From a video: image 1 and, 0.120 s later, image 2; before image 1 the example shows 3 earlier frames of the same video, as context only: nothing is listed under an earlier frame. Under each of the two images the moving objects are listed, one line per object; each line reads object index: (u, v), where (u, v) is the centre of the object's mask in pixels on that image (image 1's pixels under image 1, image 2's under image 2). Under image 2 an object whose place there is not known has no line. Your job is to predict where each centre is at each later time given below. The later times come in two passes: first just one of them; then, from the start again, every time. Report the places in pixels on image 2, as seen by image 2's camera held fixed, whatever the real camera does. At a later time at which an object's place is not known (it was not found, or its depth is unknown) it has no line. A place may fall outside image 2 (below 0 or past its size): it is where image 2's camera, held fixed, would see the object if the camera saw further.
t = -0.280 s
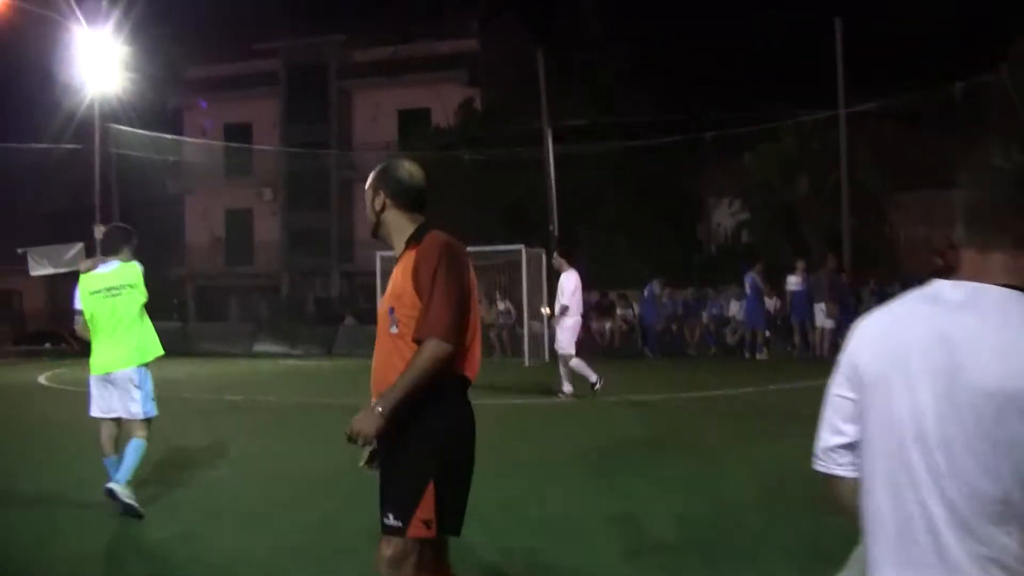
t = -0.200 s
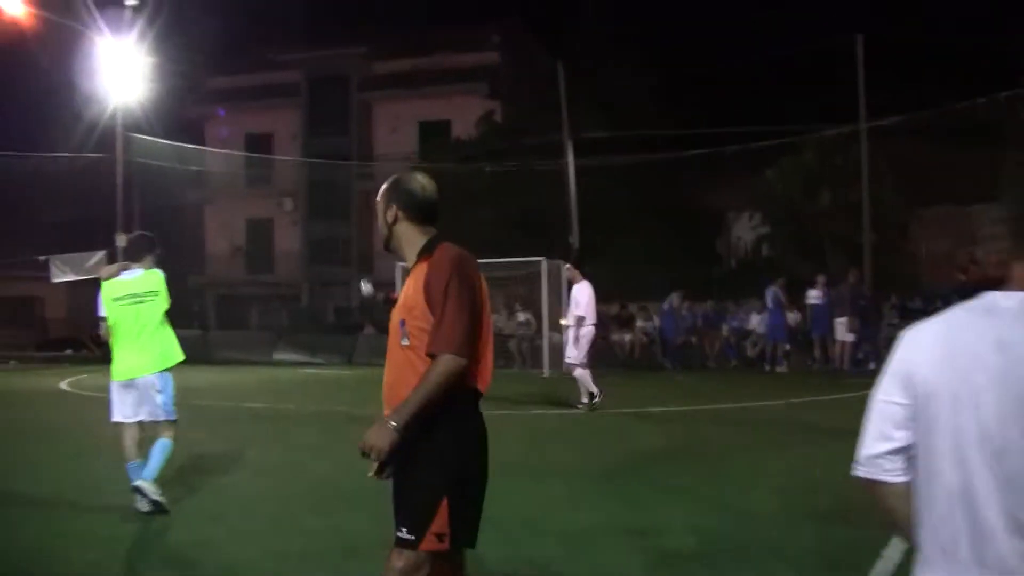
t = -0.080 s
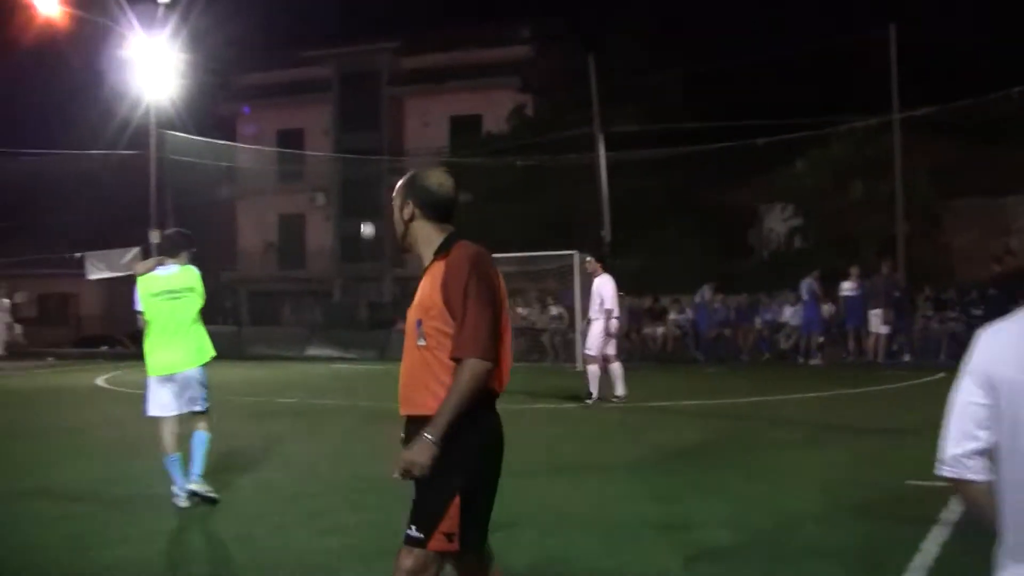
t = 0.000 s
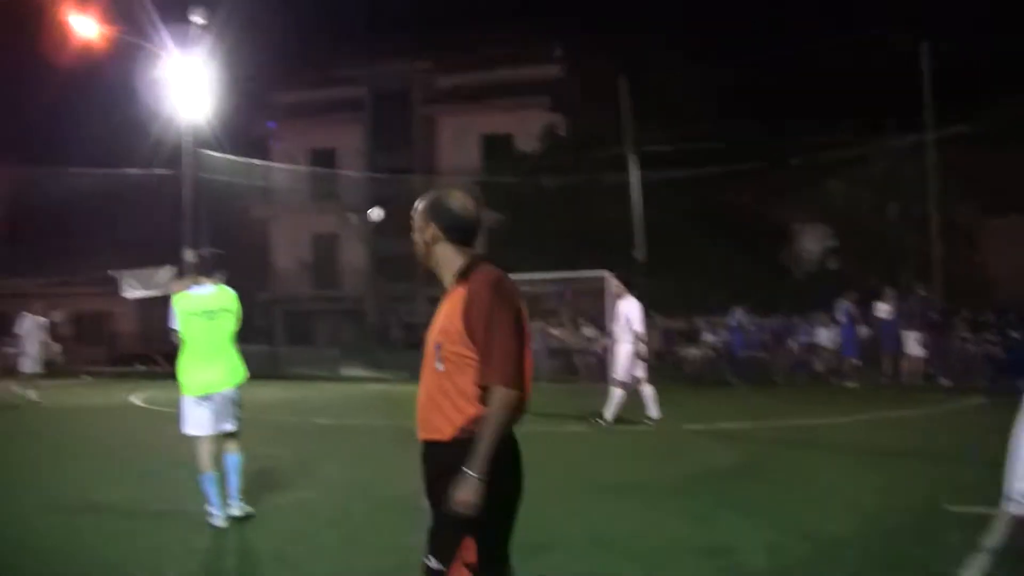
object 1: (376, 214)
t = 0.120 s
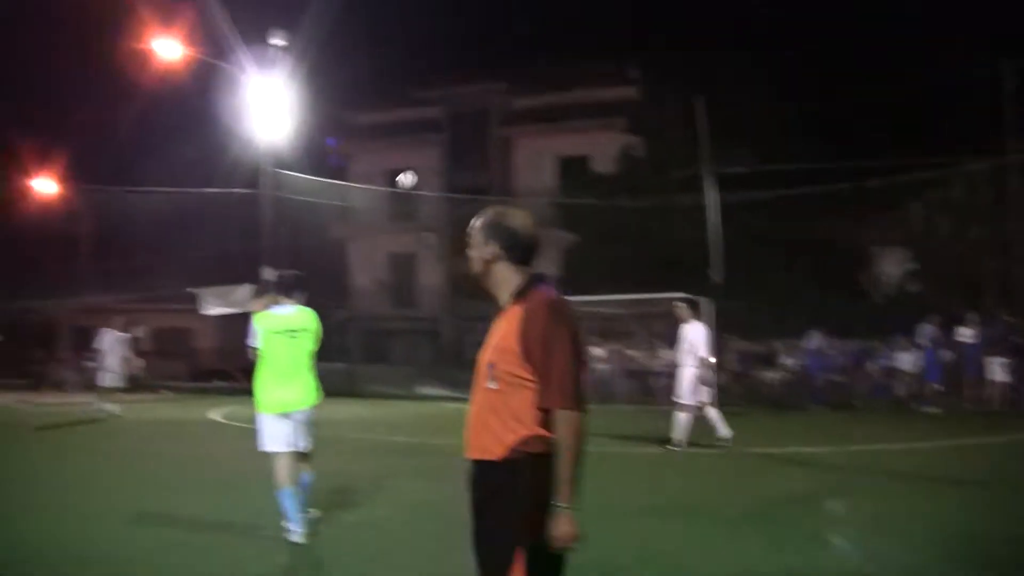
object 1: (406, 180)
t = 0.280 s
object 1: (322, 108)
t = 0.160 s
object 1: (390, 163)
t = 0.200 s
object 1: (370, 145)
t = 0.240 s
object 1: (349, 127)
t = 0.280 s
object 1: (322, 108)
